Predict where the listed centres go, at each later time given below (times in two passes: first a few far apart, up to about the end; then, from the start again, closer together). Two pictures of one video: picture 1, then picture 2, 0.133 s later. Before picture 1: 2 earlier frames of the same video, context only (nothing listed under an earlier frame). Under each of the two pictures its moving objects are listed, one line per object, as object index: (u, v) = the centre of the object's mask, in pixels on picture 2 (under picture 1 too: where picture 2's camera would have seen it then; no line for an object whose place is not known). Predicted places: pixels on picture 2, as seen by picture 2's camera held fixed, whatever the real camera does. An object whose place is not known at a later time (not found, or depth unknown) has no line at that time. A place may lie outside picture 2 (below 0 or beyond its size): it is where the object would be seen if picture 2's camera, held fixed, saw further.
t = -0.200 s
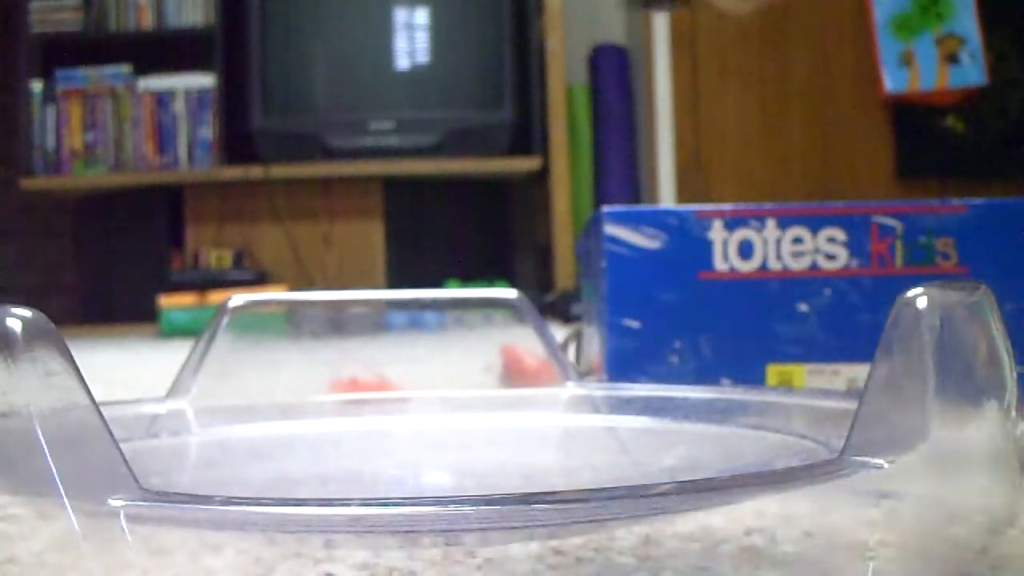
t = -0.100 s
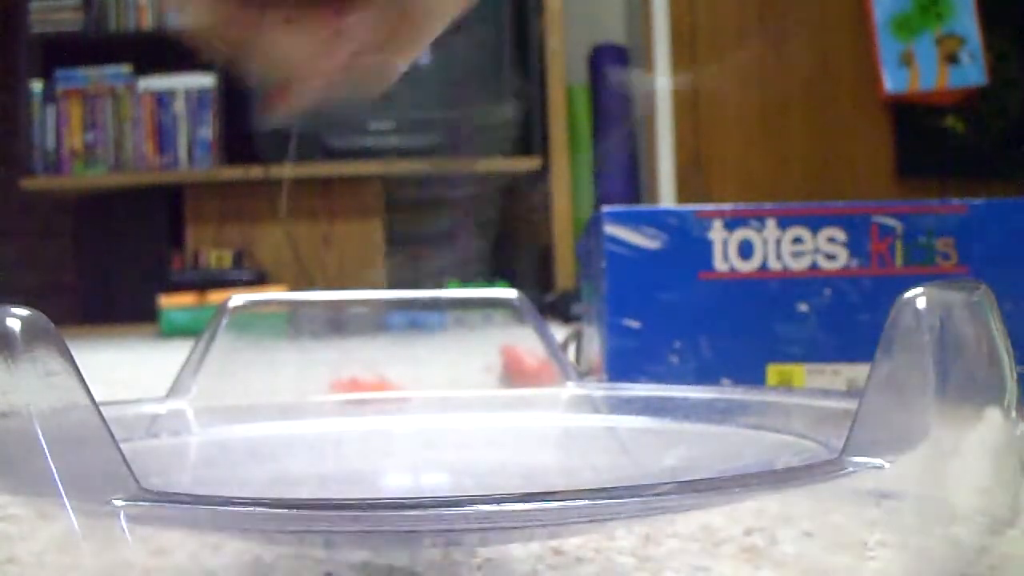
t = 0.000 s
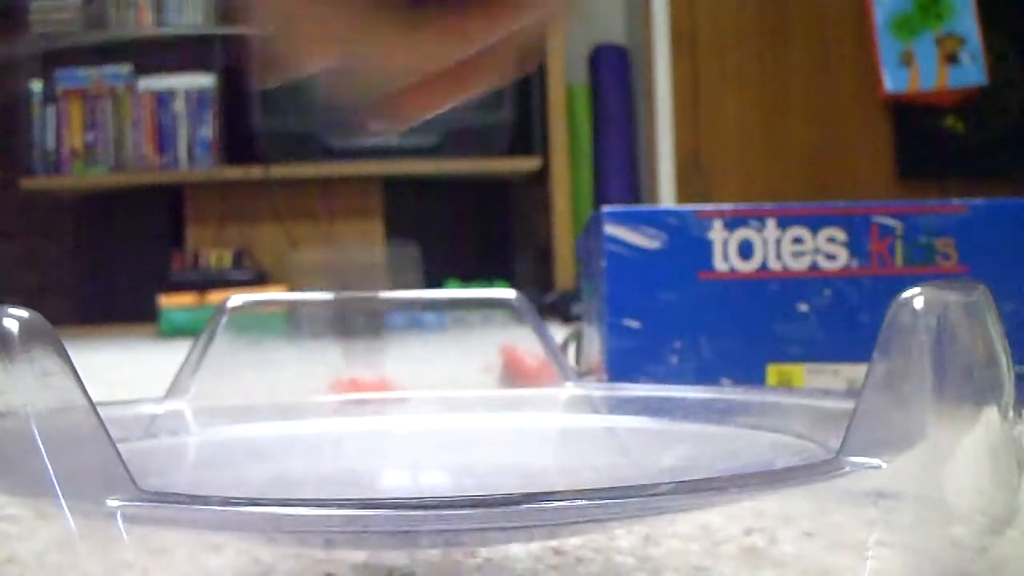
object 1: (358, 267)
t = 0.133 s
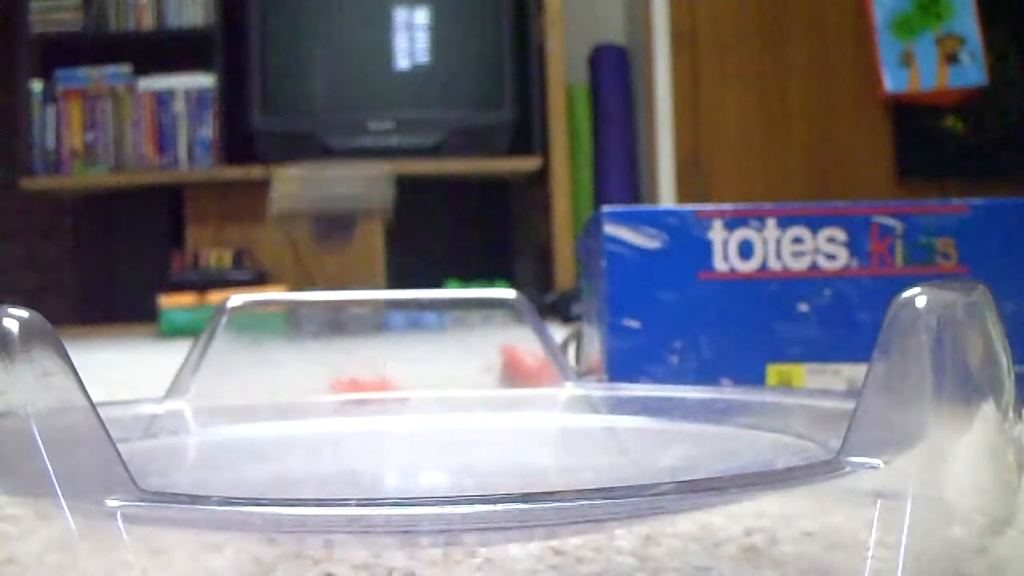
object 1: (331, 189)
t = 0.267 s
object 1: (319, 370)
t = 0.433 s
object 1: (336, 433)
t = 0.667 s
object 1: (445, 474)
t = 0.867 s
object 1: (602, 456)
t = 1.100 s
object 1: (602, 438)
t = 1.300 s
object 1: (511, 445)
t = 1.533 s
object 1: (428, 462)
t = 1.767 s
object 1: (415, 473)
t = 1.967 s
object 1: (493, 472)
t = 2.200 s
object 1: (559, 466)
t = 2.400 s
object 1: (562, 462)
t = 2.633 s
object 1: (500, 466)
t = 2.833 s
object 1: (427, 472)
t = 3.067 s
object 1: (394, 476)
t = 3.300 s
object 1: (406, 477)
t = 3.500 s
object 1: (439, 476)
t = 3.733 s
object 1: (441, 474)
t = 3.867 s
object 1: (414, 473)
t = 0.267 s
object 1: (319, 370)
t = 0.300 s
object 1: (321, 365)
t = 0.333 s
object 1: (322, 377)
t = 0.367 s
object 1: (324, 452)
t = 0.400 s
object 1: (330, 433)
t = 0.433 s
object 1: (336, 433)
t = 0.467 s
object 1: (349, 463)
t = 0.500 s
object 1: (357, 459)
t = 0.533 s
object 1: (366, 469)
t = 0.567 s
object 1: (381, 469)
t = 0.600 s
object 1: (398, 474)
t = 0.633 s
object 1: (420, 474)
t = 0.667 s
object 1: (445, 474)
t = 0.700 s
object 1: (474, 472)
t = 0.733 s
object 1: (503, 471)
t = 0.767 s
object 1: (529, 468)
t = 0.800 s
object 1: (557, 464)
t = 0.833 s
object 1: (582, 460)
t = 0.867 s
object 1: (602, 456)
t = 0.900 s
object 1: (616, 452)
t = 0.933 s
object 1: (625, 447)
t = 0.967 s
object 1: (628, 443)
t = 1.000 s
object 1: (627, 441)
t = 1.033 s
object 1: (621, 439)
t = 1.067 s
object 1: (613, 439)
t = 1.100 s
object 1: (602, 438)
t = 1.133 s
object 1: (589, 436)
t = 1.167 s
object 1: (574, 437)
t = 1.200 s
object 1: (558, 439)
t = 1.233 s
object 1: (542, 441)
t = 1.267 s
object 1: (526, 443)
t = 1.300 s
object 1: (511, 445)
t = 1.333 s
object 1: (496, 448)
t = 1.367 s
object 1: (481, 451)
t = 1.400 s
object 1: (468, 453)
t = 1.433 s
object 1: (456, 455)
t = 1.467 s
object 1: (445, 457)
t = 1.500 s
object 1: (436, 459)
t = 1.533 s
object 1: (428, 462)
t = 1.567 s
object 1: (420, 464)
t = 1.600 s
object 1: (414, 466)
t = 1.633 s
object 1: (409, 468)
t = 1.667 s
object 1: (406, 470)
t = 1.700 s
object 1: (406, 472)
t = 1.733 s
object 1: (409, 473)
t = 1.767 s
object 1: (415, 473)
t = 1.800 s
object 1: (423, 474)
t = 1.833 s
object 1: (434, 474)
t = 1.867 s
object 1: (448, 474)
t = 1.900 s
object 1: (464, 474)
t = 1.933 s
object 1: (478, 473)
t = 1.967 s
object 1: (493, 472)
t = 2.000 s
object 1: (506, 471)
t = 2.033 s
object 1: (518, 470)
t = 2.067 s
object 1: (528, 469)
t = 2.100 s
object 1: (537, 468)
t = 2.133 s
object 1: (546, 467)
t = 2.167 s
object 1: (554, 466)
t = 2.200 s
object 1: (559, 466)
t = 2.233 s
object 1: (564, 465)
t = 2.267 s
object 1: (566, 464)
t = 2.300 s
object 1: (568, 463)
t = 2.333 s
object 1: (568, 462)
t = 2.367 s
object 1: (566, 462)
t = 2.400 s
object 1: (562, 462)
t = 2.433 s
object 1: (557, 462)
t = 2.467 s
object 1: (550, 463)
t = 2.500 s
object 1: (542, 463)
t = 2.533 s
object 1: (533, 464)
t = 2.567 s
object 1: (522, 464)
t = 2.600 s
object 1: (511, 465)
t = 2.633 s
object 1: (500, 466)
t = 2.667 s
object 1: (486, 468)
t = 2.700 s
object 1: (473, 468)
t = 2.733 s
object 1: (461, 469)
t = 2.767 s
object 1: (448, 471)
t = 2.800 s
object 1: (436, 472)
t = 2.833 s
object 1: (427, 472)
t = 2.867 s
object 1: (418, 473)
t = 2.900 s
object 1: (410, 474)
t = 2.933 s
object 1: (404, 475)
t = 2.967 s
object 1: (401, 475)
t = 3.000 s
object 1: (398, 475)
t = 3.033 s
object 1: (396, 476)
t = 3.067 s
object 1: (394, 476)
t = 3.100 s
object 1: (394, 476)
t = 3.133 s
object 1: (394, 476)
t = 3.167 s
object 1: (396, 477)
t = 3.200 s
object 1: (398, 477)
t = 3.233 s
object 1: (400, 477)
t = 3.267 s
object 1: (402, 476)
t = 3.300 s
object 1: (406, 477)
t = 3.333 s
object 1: (410, 477)
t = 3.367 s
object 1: (415, 477)
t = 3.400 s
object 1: (420, 477)
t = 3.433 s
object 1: (427, 476)
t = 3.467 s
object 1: (433, 476)
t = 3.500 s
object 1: (439, 476)
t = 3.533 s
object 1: (444, 476)
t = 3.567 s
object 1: (448, 475)
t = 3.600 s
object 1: (451, 475)
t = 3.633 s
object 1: (453, 475)
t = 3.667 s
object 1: (452, 475)
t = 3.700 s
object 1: (447, 474)
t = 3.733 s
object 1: (441, 474)
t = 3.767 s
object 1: (435, 474)
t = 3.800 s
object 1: (428, 473)
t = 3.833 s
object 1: (421, 473)
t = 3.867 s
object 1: (414, 473)
